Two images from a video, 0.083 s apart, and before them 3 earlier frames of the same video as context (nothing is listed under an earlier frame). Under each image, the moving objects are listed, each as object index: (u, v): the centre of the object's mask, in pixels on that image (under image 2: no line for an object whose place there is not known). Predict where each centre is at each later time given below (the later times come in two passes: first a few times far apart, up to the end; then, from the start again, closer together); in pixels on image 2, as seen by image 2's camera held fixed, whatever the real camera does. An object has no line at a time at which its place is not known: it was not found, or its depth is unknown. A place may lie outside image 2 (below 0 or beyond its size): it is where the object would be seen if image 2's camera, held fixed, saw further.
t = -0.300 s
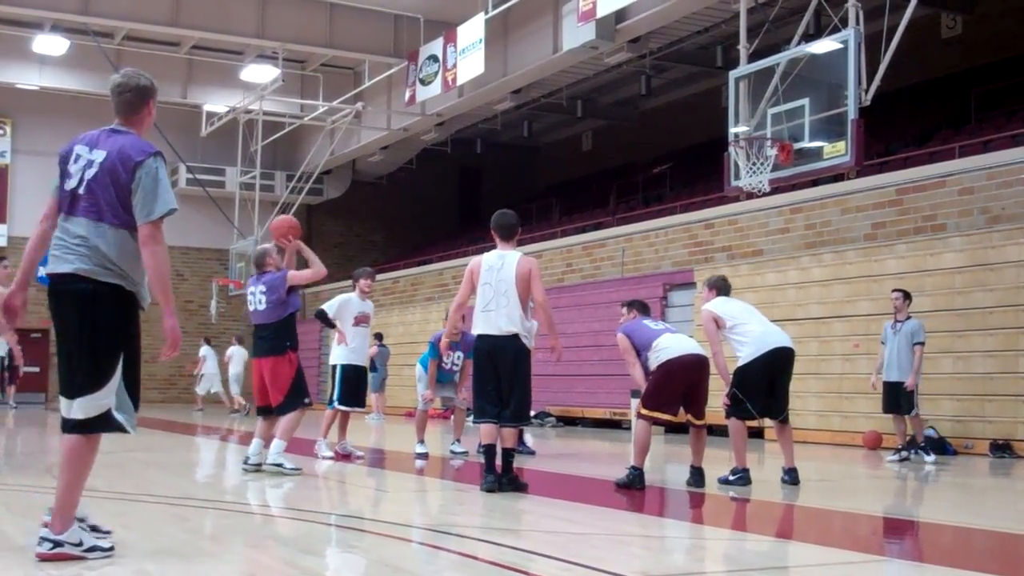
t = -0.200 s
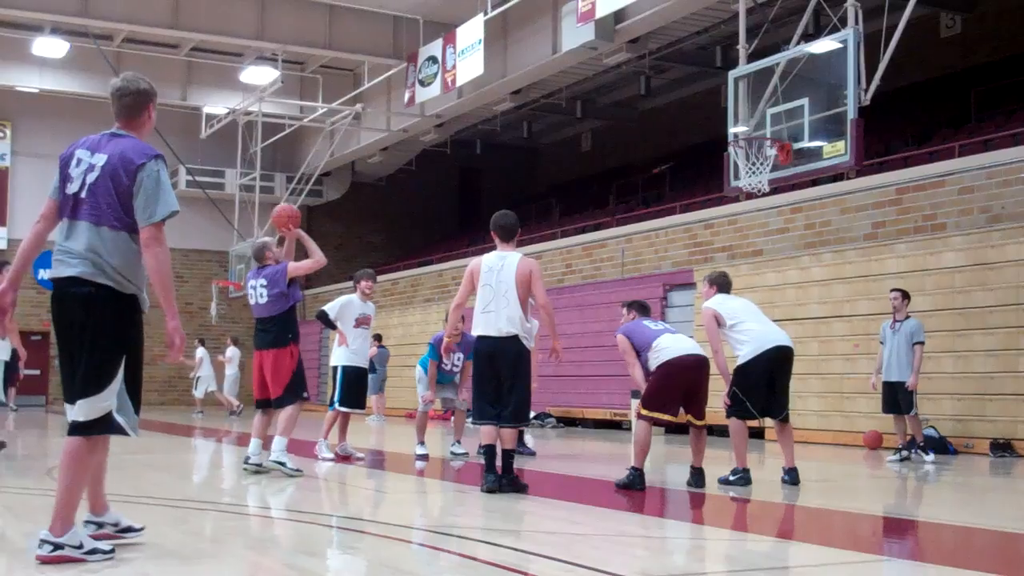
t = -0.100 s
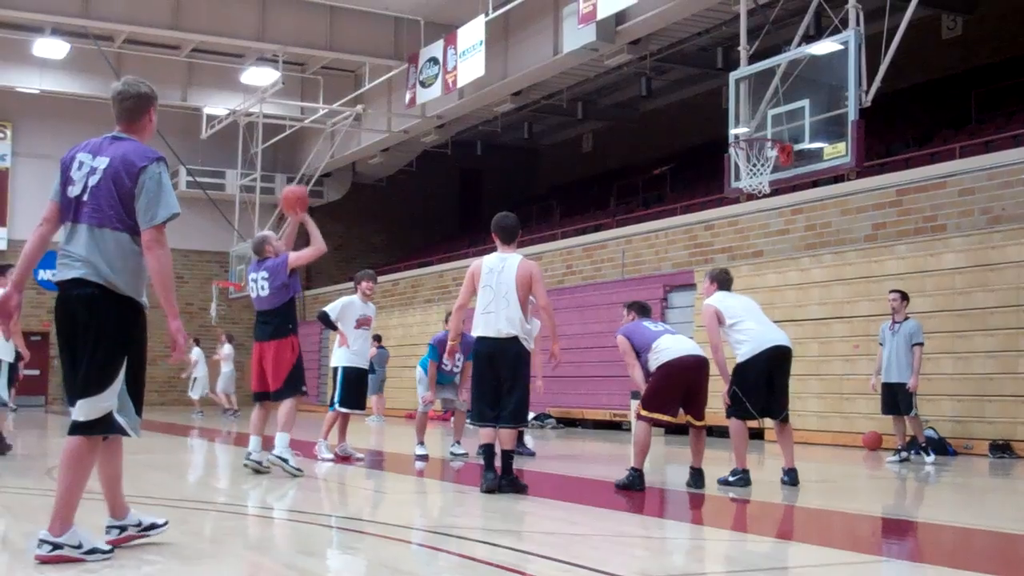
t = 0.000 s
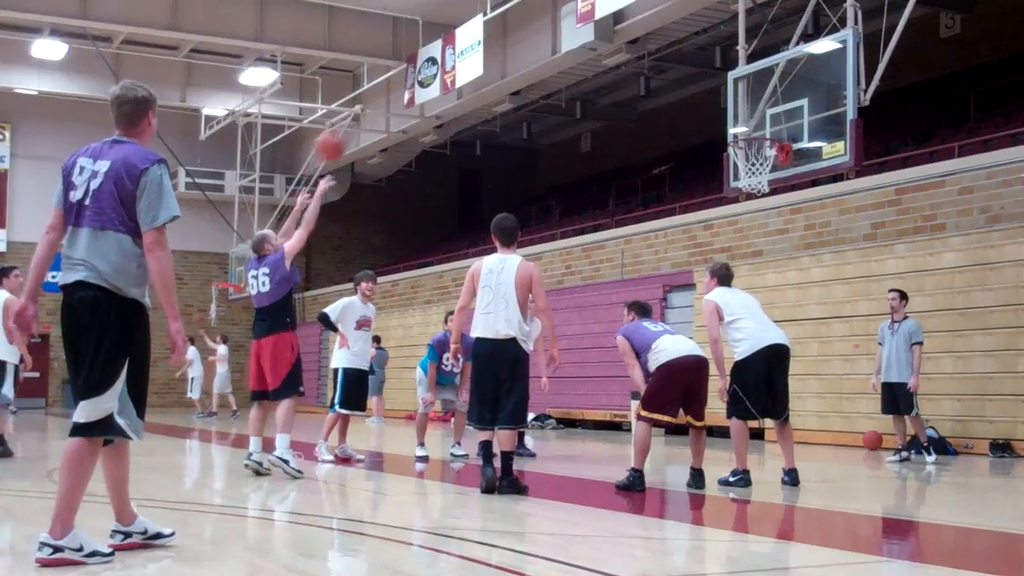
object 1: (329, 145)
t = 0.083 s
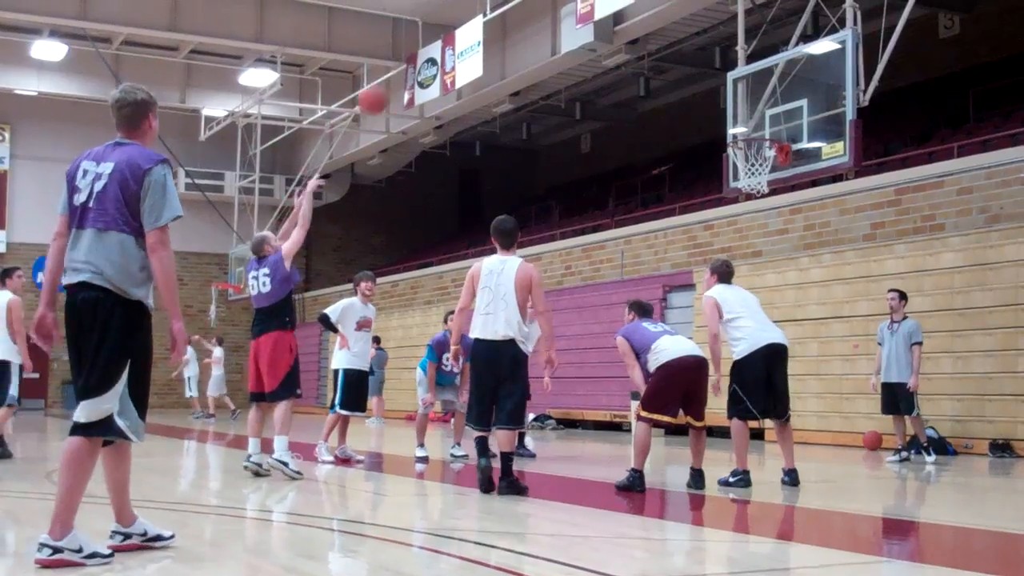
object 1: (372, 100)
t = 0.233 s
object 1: (444, 37)
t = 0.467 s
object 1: (551, 3)
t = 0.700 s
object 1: (648, 19)
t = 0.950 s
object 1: (744, 100)
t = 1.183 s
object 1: (730, 112)
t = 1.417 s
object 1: (676, 126)
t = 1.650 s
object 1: (629, 187)
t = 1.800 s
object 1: (602, 250)
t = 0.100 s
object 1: (380, 92)
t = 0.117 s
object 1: (388, 85)
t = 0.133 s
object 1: (396, 76)
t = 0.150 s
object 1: (406, 68)
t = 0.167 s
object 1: (413, 62)
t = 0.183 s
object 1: (420, 56)
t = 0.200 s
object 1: (429, 49)
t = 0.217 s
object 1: (437, 42)
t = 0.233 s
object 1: (444, 37)
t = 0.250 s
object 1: (452, 33)
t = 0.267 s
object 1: (460, 28)
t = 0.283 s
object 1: (468, 24)
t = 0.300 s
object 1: (476, 20)
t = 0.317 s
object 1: (485, 17)
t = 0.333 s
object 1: (492, 13)
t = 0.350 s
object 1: (500, 9)
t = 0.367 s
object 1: (507, 8)
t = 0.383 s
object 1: (515, 7)
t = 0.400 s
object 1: (522, 5)
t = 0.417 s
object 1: (529, 5)
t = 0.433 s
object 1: (537, 4)
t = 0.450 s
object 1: (543, 3)
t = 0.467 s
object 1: (551, 3)
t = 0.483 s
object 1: (558, 2)
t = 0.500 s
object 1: (565, 2)
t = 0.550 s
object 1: (585, 2)
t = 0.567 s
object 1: (593, 2)
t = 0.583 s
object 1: (600, 3)
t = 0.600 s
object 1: (608, 4)
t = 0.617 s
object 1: (614, 5)
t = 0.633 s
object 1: (621, 8)
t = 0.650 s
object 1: (628, 9)
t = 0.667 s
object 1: (635, 13)
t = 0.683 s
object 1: (641, 16)
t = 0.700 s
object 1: (648, 19)
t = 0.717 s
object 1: (655, 23)
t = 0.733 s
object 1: (661, 26)
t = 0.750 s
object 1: (665, 29)
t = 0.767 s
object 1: (674, 34)
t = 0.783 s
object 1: (681, 38)
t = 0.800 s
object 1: (688, 44)
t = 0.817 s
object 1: (693, 49)
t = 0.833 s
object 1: (700, 54)
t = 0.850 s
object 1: (706, 60)
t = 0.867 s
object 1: (712, 66)
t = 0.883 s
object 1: (718, 72)
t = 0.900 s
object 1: (724, 78)
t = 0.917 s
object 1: (731, 85)
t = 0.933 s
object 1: (738, 92)
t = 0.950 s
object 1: (744, 100)
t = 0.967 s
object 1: (750, 106)
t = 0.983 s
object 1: (756, 115)
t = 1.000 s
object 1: (762, 123)
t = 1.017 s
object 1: (768, 130)
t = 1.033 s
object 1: (768, 130)
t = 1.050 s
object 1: (763, 128)
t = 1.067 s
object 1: (759, 126)
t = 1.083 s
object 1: (755, 123)
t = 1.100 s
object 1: (751, 120)
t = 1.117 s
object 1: (746, 118)
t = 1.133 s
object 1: (743, 116)
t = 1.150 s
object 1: (737, 115)
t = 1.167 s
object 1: (734, 113)
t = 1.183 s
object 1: (730, 112)
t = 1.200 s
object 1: (726, 111)
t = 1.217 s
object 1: (723, 111)
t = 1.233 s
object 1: (717, 111)
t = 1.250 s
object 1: (714, 111)
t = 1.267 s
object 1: (711, 111)
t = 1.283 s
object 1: (706, 112)
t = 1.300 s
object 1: (702, 113)
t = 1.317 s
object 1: (699, 114)
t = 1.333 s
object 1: (695, 115)
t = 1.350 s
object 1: (691, 117)
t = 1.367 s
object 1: (687, 119)
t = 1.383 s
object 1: (684, 121)
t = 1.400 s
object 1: (680, 123)
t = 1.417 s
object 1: (676, 126)
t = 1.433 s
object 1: (673, 129)
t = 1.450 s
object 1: (670, 132)
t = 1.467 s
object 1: (666, 135)
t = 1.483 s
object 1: (662, 139)
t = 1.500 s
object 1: (659, 143)
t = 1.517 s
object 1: (656, 147)
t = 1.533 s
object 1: (652, 151)
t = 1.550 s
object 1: (649, 156)
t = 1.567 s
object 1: (645, 160)
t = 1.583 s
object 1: (642, 166)
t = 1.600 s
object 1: (639, 171)
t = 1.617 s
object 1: (635, 176)
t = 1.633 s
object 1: (632, 181)
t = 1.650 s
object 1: (629, 187)
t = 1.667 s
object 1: (626, 194)
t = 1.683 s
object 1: (622, 200)
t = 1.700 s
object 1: (620, 206)
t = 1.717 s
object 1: (616, 212)
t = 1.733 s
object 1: (613, 219)
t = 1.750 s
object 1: (611, 226)
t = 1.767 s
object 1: (608, 233)
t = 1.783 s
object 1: (605, 241)
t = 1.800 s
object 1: (602, 250)
